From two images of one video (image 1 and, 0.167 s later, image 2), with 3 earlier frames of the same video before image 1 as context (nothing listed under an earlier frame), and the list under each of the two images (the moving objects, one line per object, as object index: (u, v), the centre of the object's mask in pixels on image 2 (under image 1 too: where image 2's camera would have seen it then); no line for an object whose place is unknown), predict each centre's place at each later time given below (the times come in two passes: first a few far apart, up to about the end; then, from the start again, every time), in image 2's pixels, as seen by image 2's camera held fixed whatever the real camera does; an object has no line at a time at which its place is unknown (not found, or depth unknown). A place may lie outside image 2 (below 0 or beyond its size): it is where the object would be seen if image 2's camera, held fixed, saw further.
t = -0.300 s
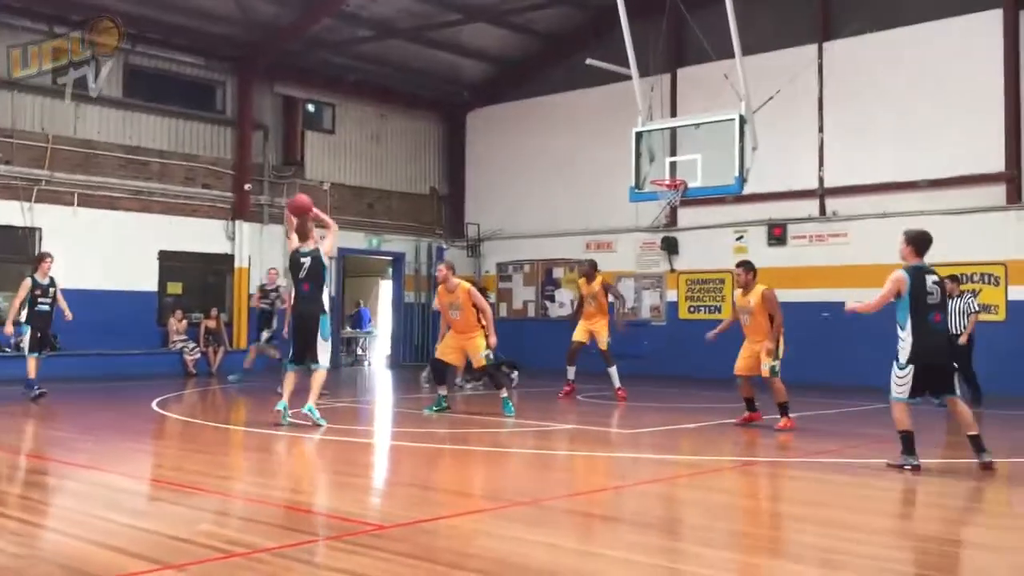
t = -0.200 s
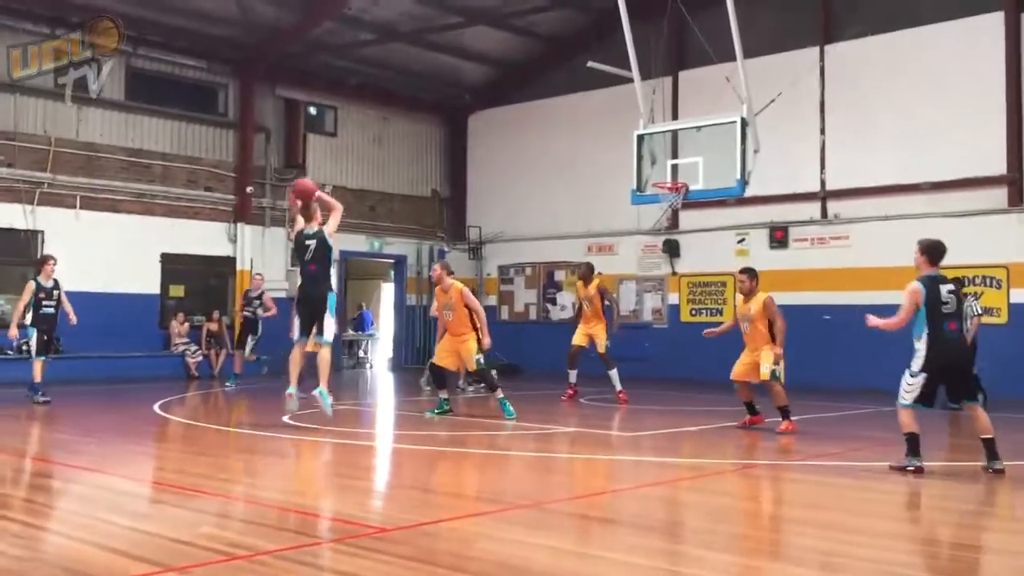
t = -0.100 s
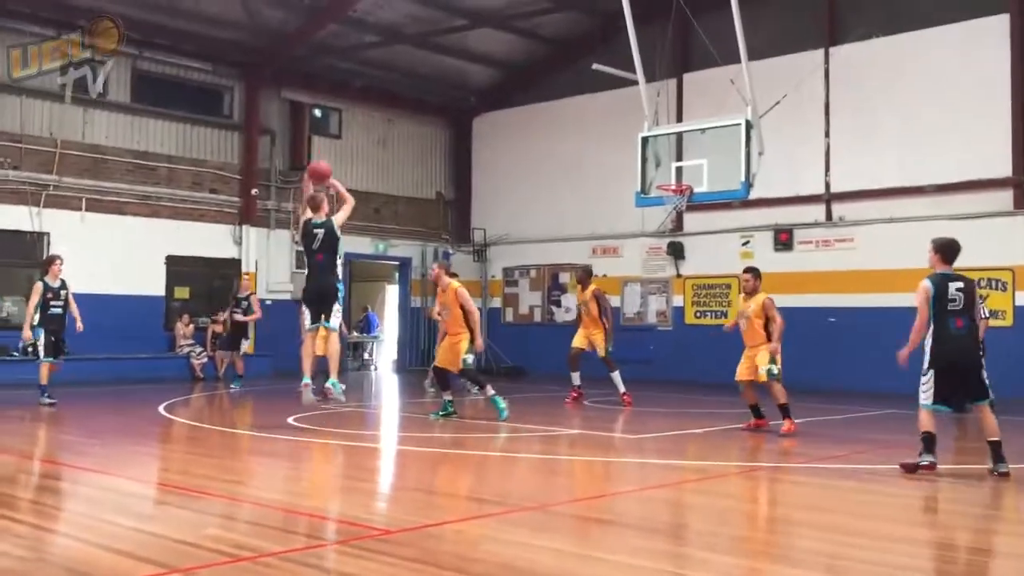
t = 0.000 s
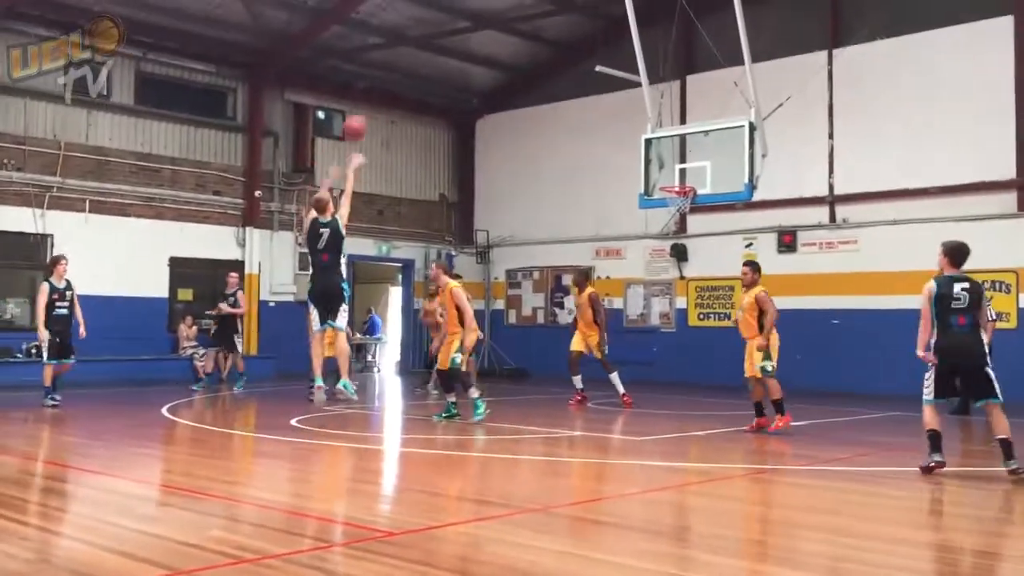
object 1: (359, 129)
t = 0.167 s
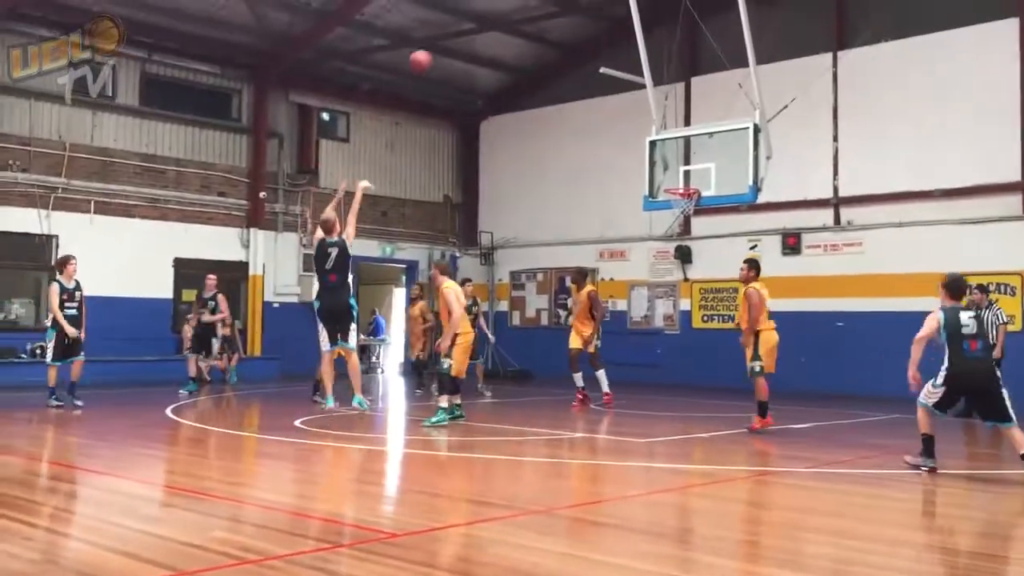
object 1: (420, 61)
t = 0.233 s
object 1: (443, 41)
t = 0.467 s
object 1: (514, 10)
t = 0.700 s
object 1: (577, 21)
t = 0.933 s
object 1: (632, 70)
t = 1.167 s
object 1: (679, 153)
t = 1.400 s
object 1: (684, 129)
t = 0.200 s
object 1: (432, 50)
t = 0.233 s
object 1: (443, 41)
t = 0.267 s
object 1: (453, 35)
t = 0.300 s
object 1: (464, 28)
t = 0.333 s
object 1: (475, 22)
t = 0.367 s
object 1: (484, 18)
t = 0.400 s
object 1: (494, 15)
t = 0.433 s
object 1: (504, 12)
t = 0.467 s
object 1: (514, 10)
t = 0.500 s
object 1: (523, 9)
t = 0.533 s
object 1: (532, 8)
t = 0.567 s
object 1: (542, 9)
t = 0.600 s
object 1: (551, 12)
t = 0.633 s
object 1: (560, 14)
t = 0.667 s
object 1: (568, 16)
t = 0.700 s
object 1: (577, 21)
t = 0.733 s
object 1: (585, 26)
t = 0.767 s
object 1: (593, 32)
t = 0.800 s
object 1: (601, 38)
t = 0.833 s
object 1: (609, 45)
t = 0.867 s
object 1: (617, 52)
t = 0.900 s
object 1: (624, 60)
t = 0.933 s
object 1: (632, 70)
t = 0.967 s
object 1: (640, 81)
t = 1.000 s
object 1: (646, 92)
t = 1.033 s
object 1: (654, 104)
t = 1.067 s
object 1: (661, 115)
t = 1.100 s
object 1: (668, 127)
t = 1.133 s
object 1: (675, 142)
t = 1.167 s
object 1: (679, 153)
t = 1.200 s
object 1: (688, 169)
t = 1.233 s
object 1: (694, 182)
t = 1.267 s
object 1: (693, 174)
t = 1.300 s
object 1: (691, 161)
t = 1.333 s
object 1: (688, 149)
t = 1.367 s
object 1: (687, 140)
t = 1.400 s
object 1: (684, 129)
